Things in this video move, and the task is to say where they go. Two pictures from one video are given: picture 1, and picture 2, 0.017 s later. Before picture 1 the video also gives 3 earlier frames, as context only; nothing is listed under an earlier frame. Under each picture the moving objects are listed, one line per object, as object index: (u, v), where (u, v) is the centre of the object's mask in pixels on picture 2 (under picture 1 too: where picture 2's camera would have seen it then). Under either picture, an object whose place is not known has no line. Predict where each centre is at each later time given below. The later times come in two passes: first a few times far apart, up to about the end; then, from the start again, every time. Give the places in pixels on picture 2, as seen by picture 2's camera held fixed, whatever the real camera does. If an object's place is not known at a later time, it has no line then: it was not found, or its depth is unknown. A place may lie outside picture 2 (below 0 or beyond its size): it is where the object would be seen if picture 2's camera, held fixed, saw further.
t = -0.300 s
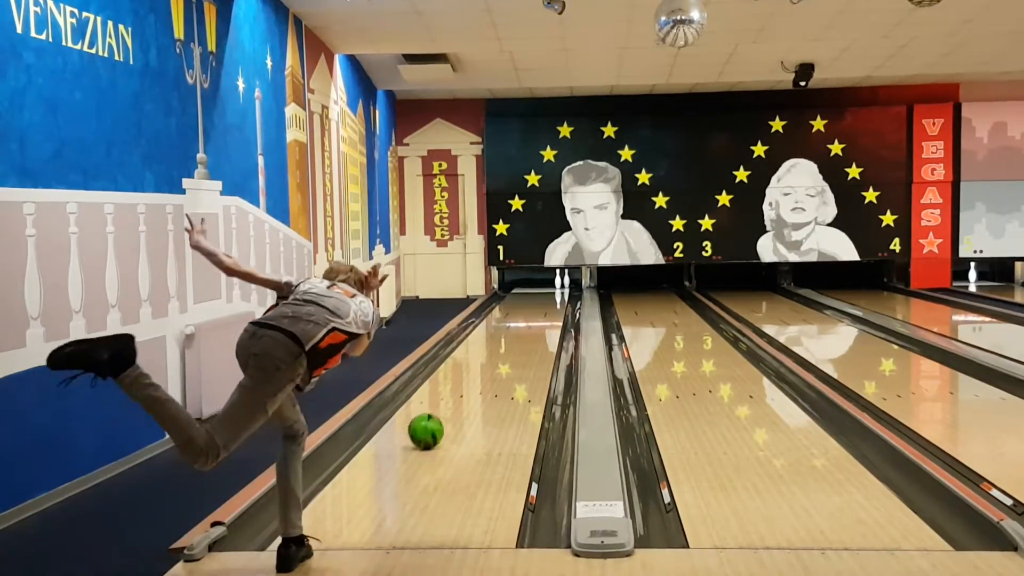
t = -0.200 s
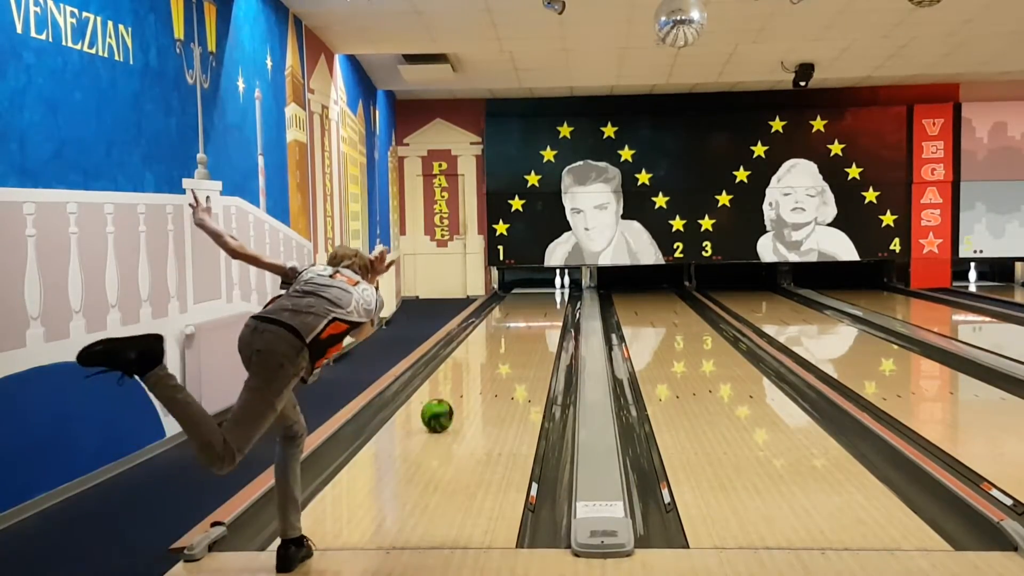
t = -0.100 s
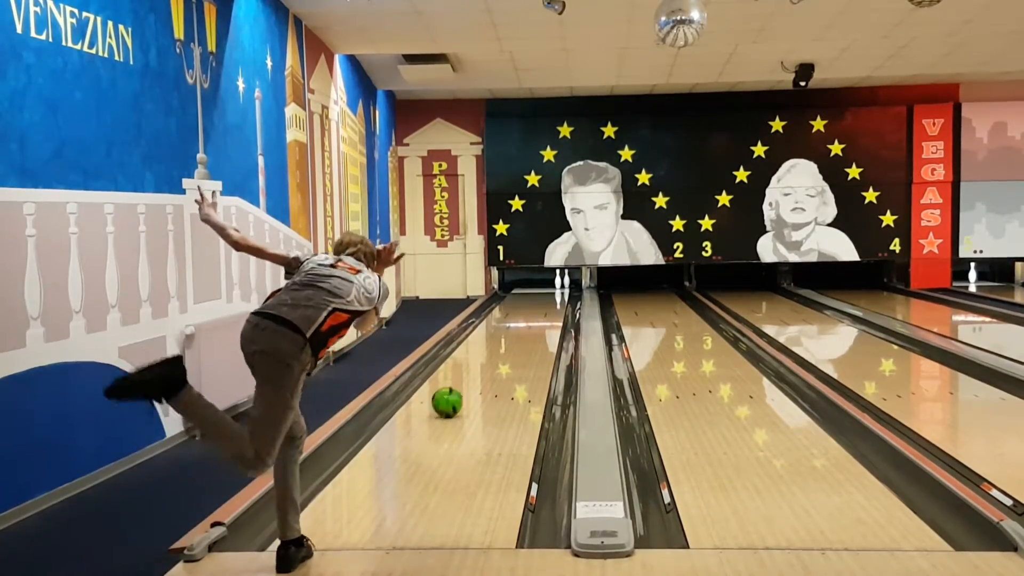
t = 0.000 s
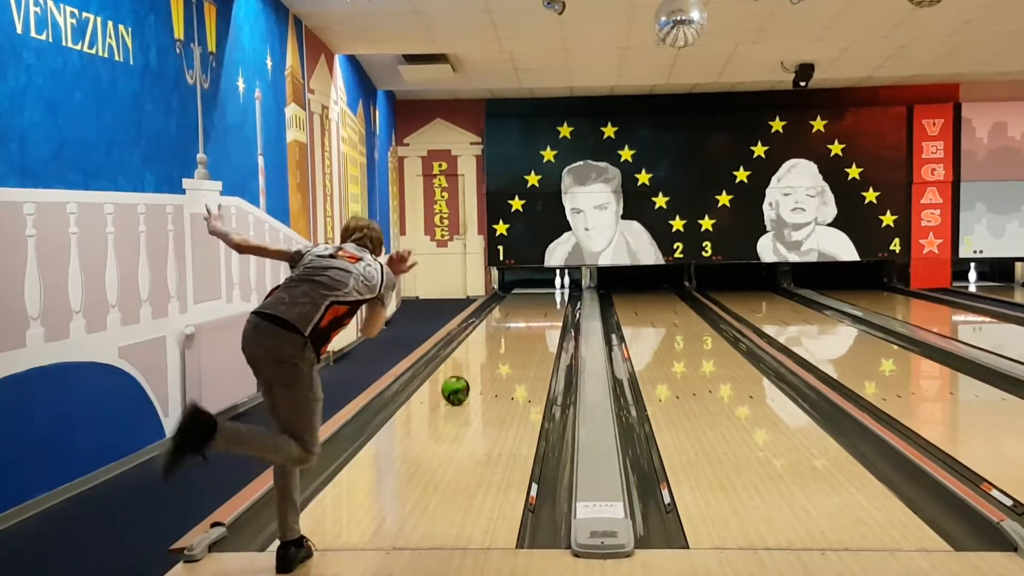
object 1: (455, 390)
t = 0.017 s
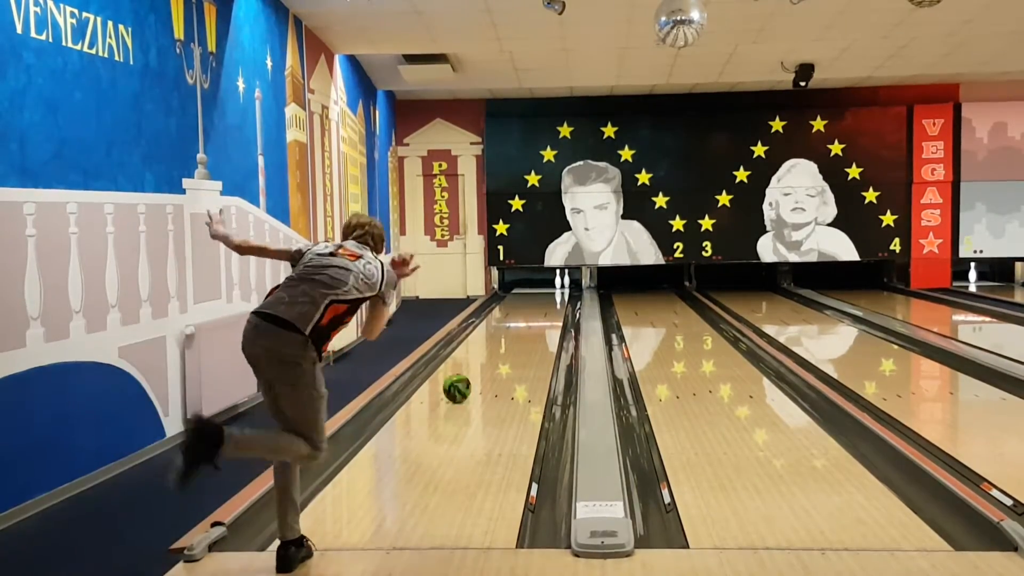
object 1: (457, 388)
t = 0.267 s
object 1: (474, 365)
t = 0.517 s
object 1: (486, 347)
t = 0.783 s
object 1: (497, 332)
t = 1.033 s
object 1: (504, 322)
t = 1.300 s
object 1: (511, 312)
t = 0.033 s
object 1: (458, 387)
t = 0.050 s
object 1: (459, 385)
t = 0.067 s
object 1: (461, 383)
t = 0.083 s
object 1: (462, 381)
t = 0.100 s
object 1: (463, 380)
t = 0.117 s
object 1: (464, 378)
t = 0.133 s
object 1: (465, 377)
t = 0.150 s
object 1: (466, 375)
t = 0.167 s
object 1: (467, 374)
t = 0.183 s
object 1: (469, 372)
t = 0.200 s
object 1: (470, 371)
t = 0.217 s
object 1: (471, 369)
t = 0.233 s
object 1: (472, 368)
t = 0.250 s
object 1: (473, 366)
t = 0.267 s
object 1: (474, 365)
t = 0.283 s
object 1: (475, 364)
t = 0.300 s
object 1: (475, 362)
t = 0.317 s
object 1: (476, 361)
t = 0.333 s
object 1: (477, 360)
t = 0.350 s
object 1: (478, 359)
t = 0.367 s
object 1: (479, 357)
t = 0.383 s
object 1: (480, 356)
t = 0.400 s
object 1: (481, 355)
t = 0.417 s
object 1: (481, 354)
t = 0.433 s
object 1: (482, 353)
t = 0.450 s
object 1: (483, 351)
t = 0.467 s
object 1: (484, 351)
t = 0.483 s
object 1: (485, 350)
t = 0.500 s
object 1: (485, 349)
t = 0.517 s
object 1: (486, 347)
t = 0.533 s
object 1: (487, 347)
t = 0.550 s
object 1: (487, 346)
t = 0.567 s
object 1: (488, 345)
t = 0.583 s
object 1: (489, 343)
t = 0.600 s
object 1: (490, 342)
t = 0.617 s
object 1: (491, 342)
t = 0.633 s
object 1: (492, 341)
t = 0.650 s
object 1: (492, 340)
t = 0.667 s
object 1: (493, 339)
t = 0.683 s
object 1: (493, 338)
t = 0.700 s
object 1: (494, 337)
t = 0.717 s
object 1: (495, 336)
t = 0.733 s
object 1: (495, 335)
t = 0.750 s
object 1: (495, 334)
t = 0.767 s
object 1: (496, 333)
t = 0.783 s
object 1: (497, 332)
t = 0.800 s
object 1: (497, 332)
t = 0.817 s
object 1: (498, 331)
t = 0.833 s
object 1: (499, 330)
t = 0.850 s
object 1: (499, 329)
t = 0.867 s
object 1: (499, 329)
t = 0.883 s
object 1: (500, 328)
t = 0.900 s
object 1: (501, 327)
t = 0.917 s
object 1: (501, 326)
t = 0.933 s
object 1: (502, 326)
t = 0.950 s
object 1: (502, 325)
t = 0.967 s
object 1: (502, 324)
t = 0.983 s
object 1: (503, 324)
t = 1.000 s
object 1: (504, 323)
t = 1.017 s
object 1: (504, 322)
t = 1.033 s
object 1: (504, 322)
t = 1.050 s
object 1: (504, 322)
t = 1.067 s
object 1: (505, 320)
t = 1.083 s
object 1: (506, 319)
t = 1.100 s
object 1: (506, 319)
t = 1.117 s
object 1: (507, 318)
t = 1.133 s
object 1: (507, 318)
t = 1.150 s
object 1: (508, 317)
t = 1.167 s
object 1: (508, 316)
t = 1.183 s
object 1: (509, 316)
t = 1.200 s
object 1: (509, 315)
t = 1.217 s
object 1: (509, 315)
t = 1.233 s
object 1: (509, 315)
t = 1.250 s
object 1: (510, 314)
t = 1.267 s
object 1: (510, 313)
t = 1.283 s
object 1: (511, 312)
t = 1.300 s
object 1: (511, 312)
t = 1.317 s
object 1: (512, 311)
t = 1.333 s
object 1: (512, 310)
